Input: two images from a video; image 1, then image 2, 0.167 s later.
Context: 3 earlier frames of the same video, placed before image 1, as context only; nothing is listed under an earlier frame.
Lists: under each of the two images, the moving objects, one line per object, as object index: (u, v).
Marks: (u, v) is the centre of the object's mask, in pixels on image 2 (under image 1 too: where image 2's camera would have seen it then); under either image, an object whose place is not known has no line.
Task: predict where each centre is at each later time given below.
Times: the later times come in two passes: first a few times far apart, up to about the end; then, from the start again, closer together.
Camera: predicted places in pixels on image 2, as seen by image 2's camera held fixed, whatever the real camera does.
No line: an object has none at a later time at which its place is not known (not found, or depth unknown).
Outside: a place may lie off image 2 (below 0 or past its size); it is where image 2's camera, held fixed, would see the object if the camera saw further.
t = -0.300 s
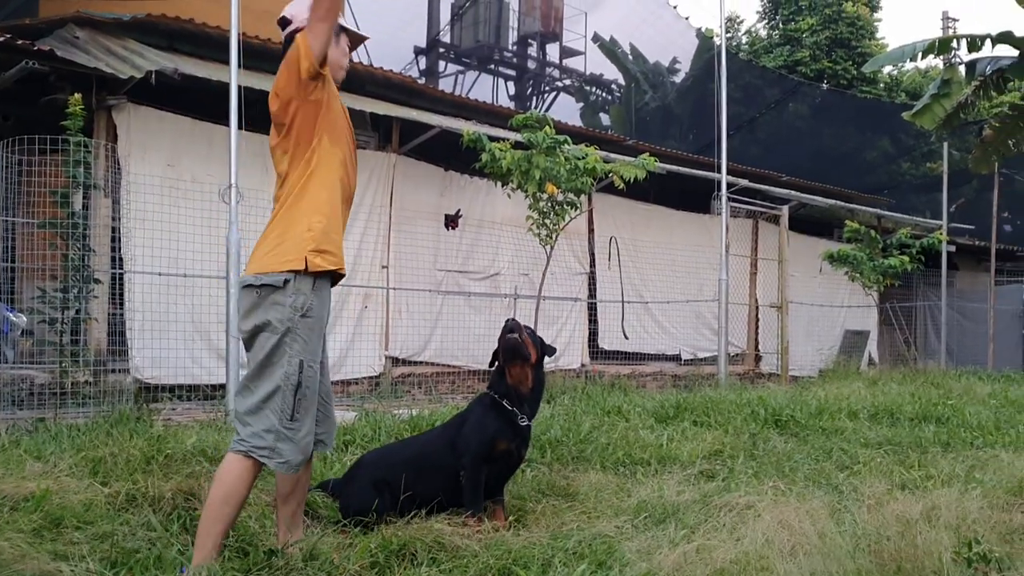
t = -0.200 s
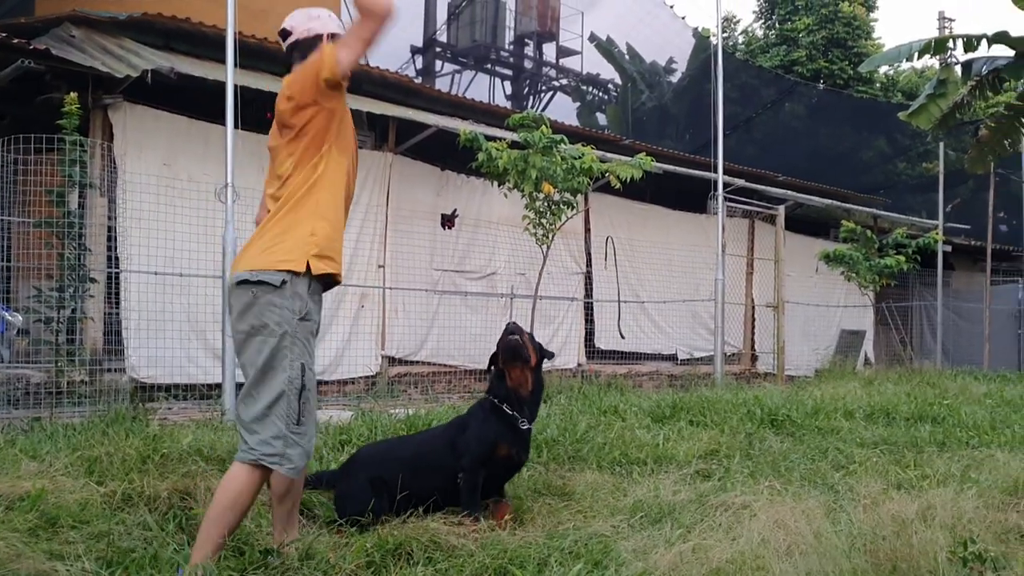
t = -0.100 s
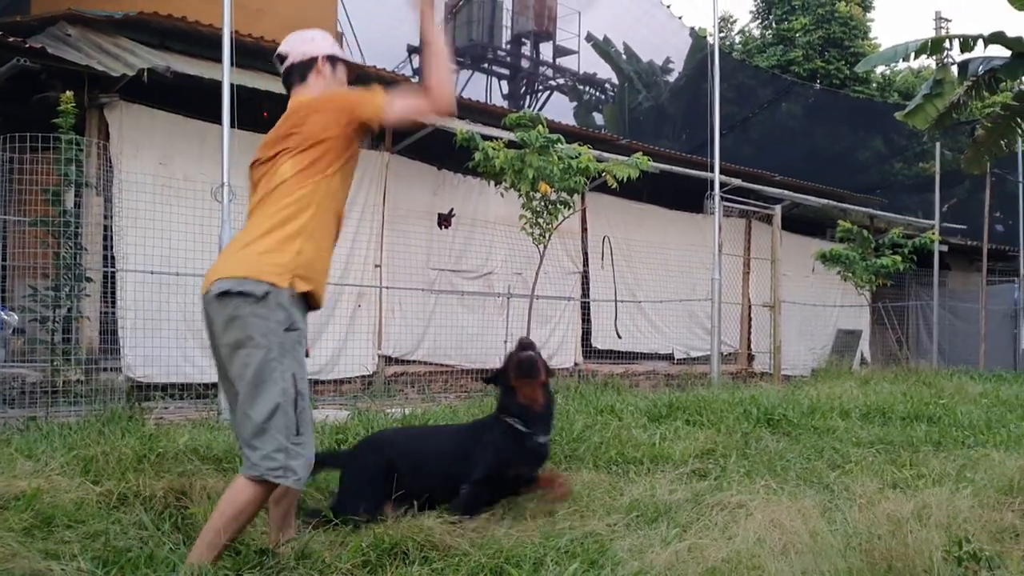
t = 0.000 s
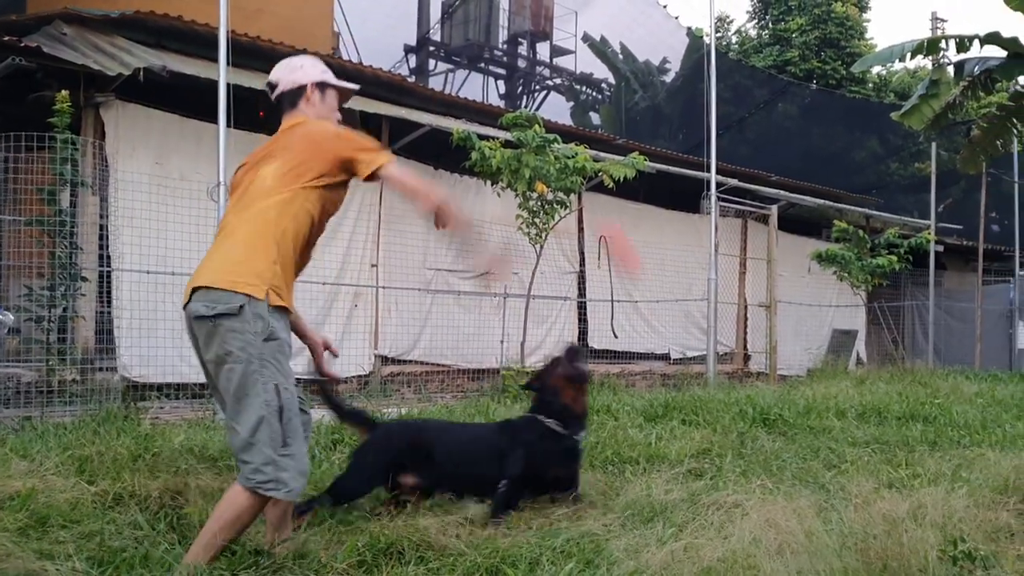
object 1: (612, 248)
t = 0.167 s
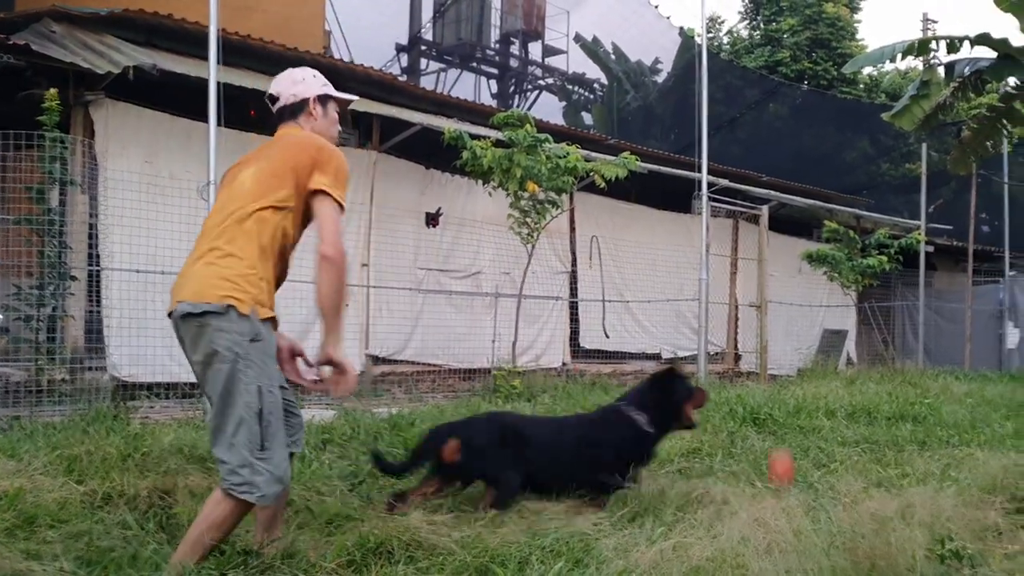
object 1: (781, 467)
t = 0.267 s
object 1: (791, 355)
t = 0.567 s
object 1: (814, 192)
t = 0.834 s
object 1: (828, 205)
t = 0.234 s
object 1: (788, 389)
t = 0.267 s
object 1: (791, 355)
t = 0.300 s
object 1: (793, 324)
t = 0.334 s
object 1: (796, 297)
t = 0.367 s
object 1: (799, 272)
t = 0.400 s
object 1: (803, 253)
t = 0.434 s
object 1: (804, 234)
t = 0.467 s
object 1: (807, 221)
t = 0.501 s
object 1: (810, 209)
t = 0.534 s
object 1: (812, 199)
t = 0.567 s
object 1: (814, 192)
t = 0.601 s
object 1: (816, 186)
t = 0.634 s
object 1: (817, 183)
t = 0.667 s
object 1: (819, 183)
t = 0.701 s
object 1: (821, 183)
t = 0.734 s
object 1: (823, 186)
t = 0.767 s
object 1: (825, 191)
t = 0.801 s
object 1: (827, 197)
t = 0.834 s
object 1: (828, 205)
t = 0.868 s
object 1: (829, 215)
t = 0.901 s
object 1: (831, 226)
